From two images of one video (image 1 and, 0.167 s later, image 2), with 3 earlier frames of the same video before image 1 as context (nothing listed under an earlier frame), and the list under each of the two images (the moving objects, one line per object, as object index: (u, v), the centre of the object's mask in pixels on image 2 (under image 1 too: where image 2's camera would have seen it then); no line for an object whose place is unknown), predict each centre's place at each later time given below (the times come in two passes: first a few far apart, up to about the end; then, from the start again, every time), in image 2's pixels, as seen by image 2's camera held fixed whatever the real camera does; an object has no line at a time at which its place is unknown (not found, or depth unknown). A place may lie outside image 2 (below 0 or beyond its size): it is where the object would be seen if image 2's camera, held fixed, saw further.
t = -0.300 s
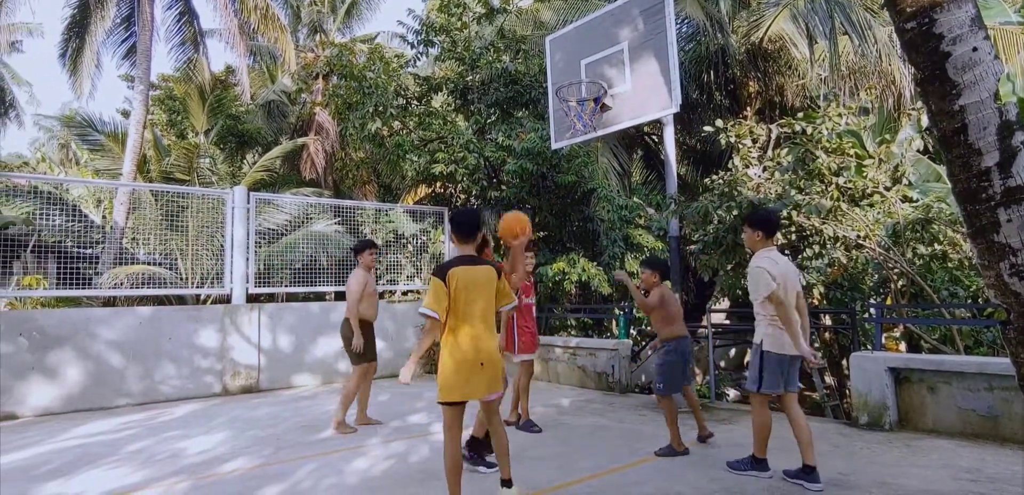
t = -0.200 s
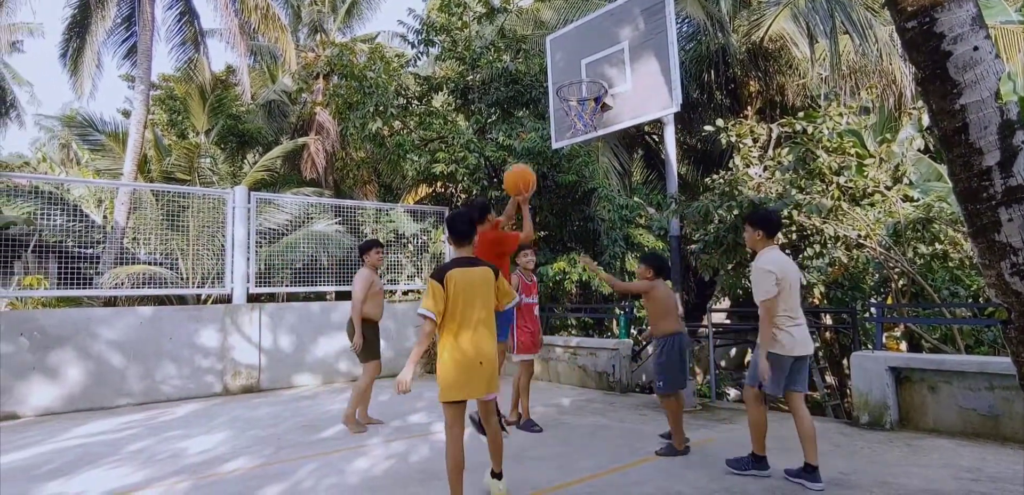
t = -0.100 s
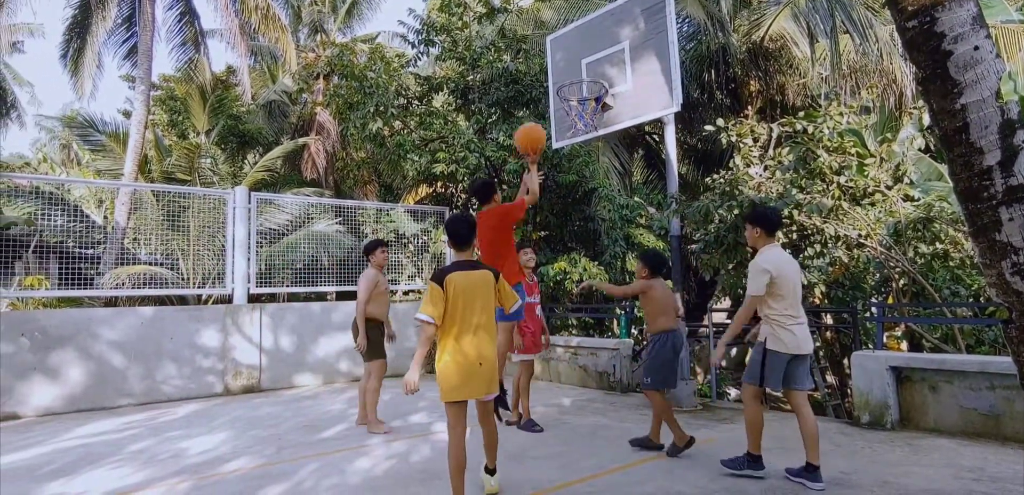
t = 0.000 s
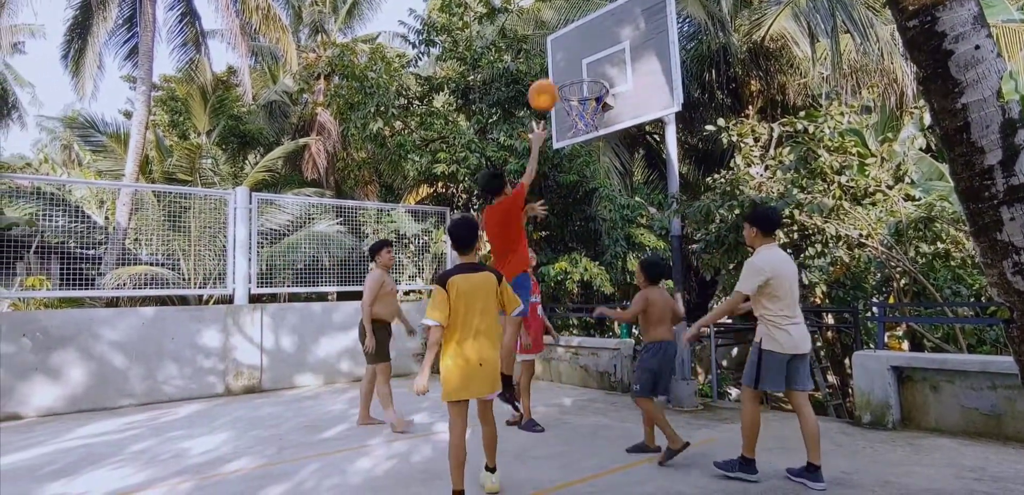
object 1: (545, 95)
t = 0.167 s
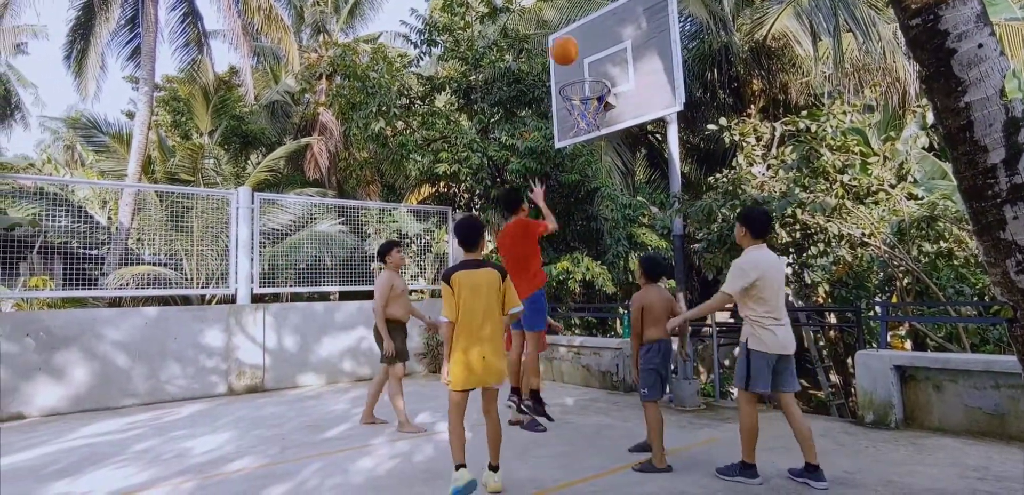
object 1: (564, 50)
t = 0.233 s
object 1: (571, 43)
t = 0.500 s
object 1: (599, 62)
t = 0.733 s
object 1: (601, 64)
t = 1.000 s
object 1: (585, 87)
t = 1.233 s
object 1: (575, 122)
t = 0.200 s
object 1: (568, 47)
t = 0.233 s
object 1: (571, 43)
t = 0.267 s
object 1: (575, 41)
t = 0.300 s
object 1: (579, 41)
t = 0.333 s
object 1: (582, 42)
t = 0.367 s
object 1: (585, 43)
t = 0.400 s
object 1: (589, 47)
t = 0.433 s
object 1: (593, 51)
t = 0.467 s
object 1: (596, 56)
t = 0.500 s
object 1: (599, 62)
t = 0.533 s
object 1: (603, 68)
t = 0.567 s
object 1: (608, 74)
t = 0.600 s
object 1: (608, 73)
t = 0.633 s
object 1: (606, 70)
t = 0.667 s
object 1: (604, 67)
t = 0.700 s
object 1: (602, 65)
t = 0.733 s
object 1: (601, 64)
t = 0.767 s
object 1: (600, 63)
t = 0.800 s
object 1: (598, 64)
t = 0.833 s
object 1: (597, 66)
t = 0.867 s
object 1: (596, 68)
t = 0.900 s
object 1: (595, 74)
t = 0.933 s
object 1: (593, 76)
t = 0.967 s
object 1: (589, 82)
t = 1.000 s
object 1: (585, 87)
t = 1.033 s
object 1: (581, 94)
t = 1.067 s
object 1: (578, 100)
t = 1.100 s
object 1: (574, 108)
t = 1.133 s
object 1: (573, 113)
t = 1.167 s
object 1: (573, 116)
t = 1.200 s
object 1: (573, 119)
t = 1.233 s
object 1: (575, 122)
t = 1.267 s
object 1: (576, 125)
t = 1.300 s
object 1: (576, 129)
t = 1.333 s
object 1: (579, 133)
